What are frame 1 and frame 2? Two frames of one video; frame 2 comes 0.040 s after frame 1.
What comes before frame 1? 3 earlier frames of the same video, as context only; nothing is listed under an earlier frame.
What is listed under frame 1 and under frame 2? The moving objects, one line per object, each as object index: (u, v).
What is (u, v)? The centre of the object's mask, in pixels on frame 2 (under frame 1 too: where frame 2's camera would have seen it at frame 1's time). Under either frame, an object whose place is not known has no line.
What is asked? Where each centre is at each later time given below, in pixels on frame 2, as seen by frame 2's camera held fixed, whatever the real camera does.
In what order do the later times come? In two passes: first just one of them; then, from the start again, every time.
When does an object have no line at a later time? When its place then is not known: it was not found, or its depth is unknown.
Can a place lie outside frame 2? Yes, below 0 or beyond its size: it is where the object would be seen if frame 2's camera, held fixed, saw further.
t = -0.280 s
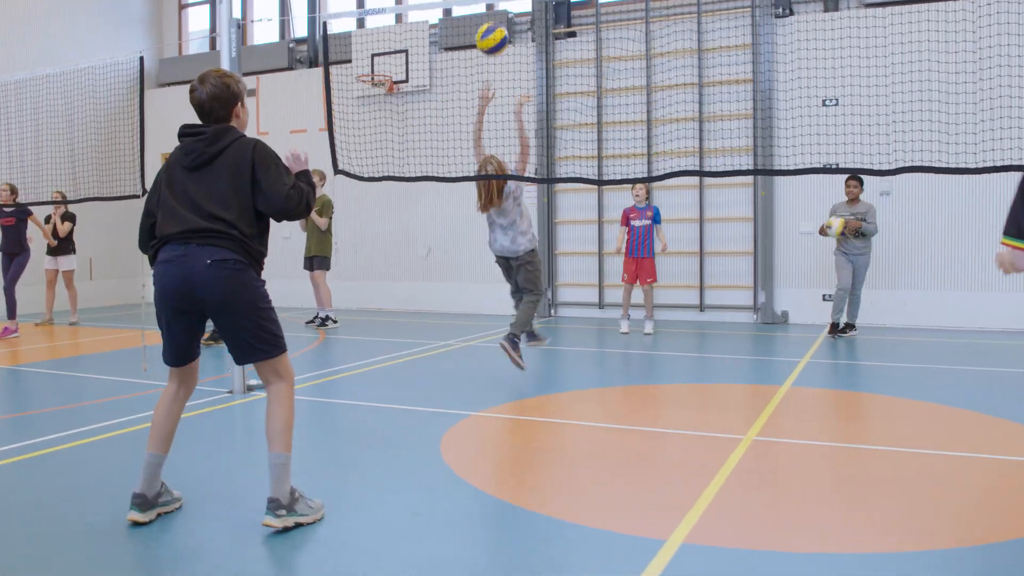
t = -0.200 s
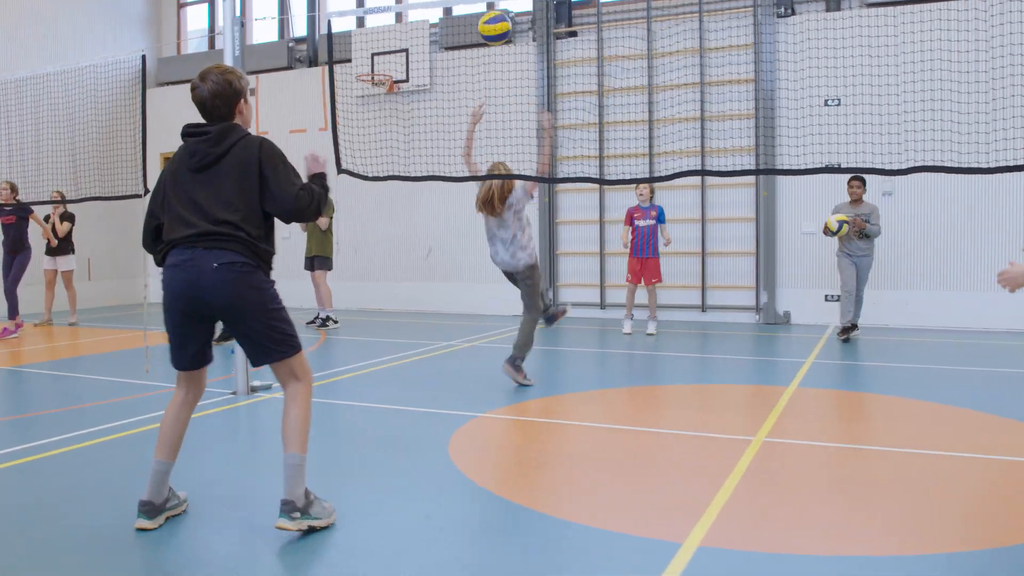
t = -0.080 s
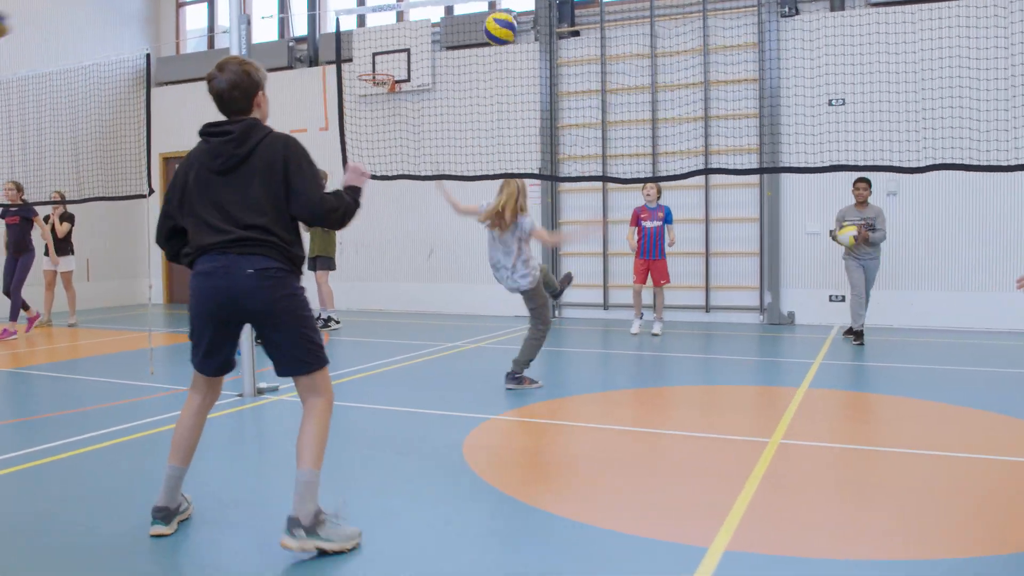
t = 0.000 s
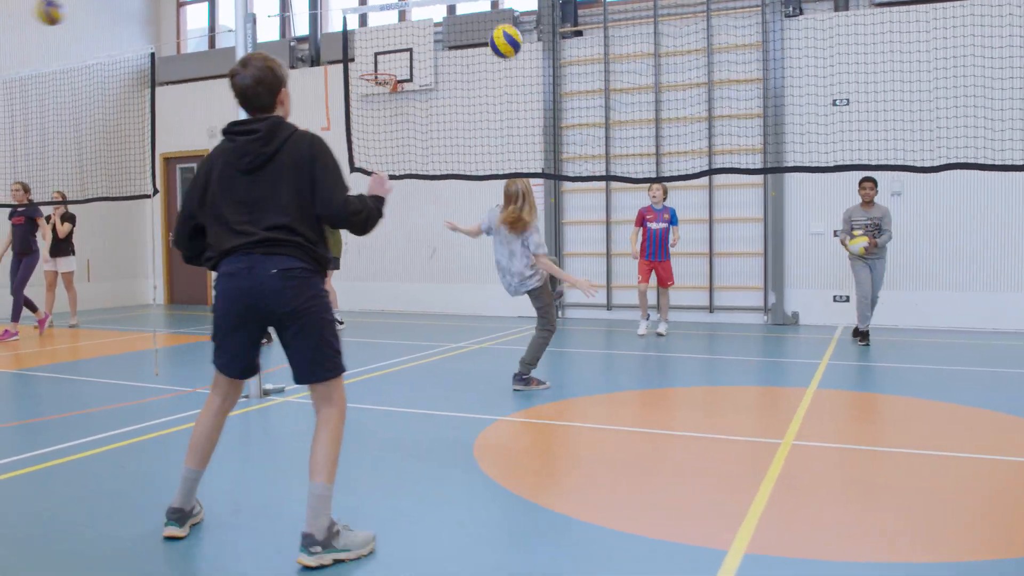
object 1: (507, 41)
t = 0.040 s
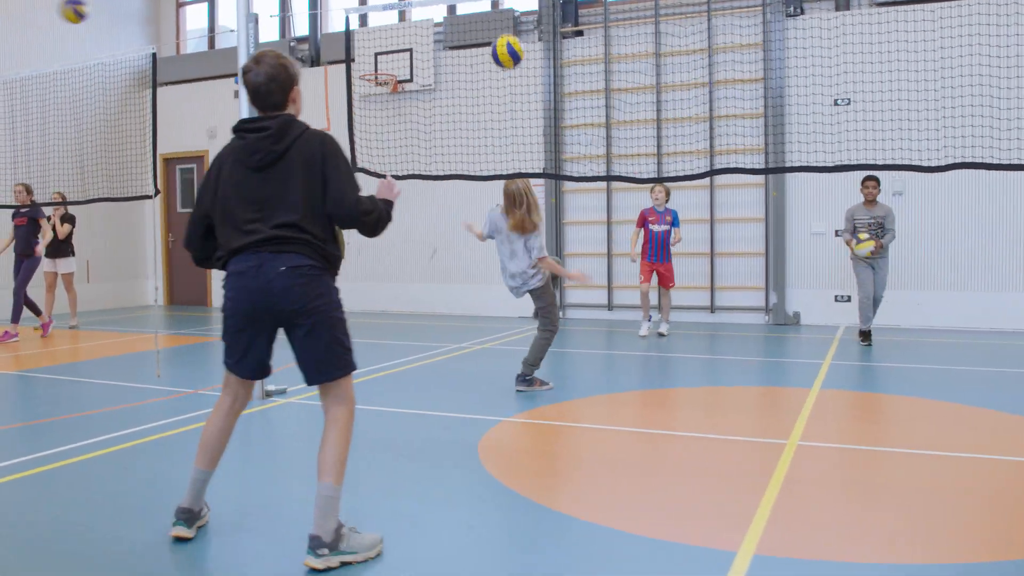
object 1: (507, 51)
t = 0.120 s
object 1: (509, 81)
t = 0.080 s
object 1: (508, 65)
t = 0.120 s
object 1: (509, 81)
